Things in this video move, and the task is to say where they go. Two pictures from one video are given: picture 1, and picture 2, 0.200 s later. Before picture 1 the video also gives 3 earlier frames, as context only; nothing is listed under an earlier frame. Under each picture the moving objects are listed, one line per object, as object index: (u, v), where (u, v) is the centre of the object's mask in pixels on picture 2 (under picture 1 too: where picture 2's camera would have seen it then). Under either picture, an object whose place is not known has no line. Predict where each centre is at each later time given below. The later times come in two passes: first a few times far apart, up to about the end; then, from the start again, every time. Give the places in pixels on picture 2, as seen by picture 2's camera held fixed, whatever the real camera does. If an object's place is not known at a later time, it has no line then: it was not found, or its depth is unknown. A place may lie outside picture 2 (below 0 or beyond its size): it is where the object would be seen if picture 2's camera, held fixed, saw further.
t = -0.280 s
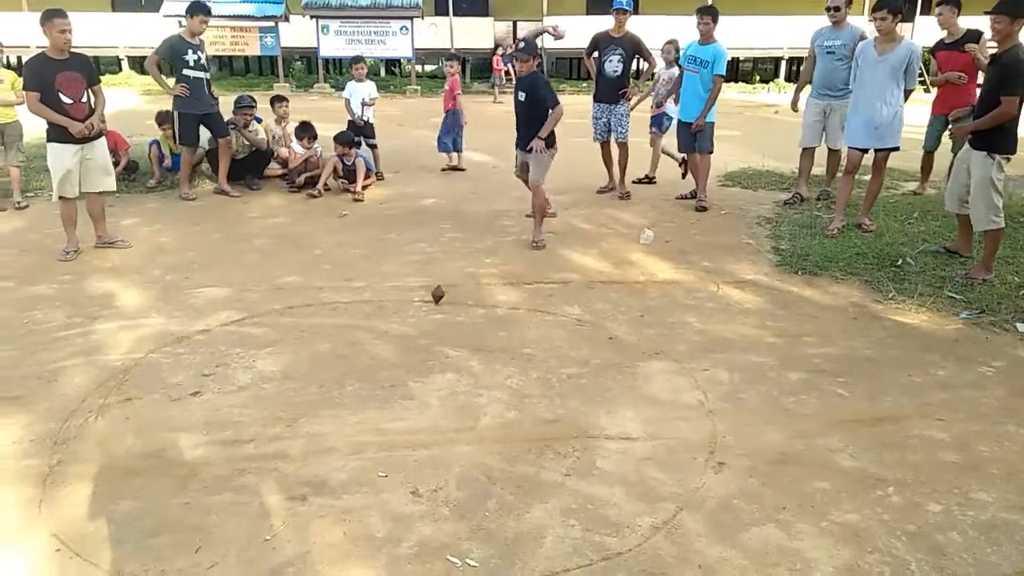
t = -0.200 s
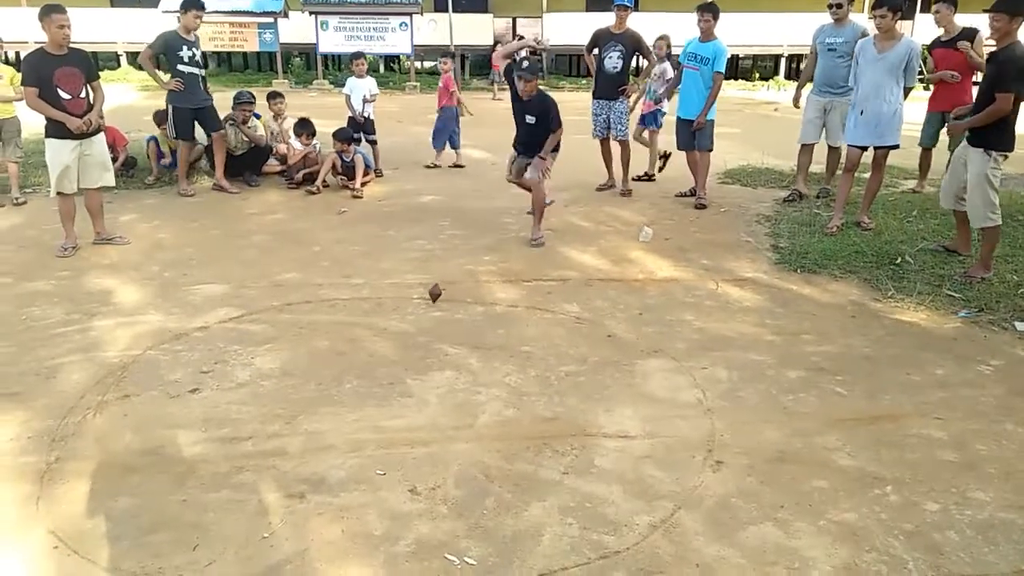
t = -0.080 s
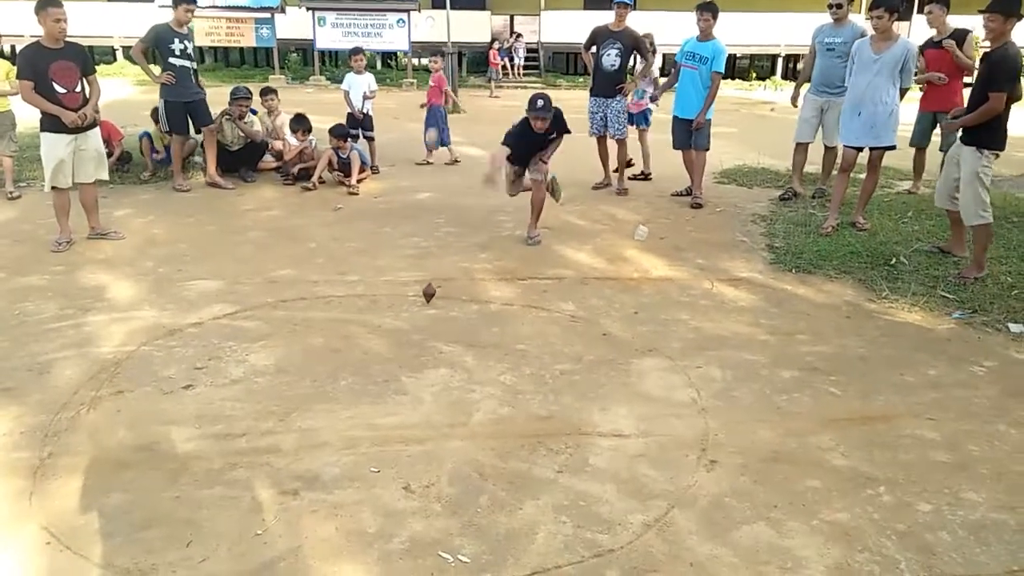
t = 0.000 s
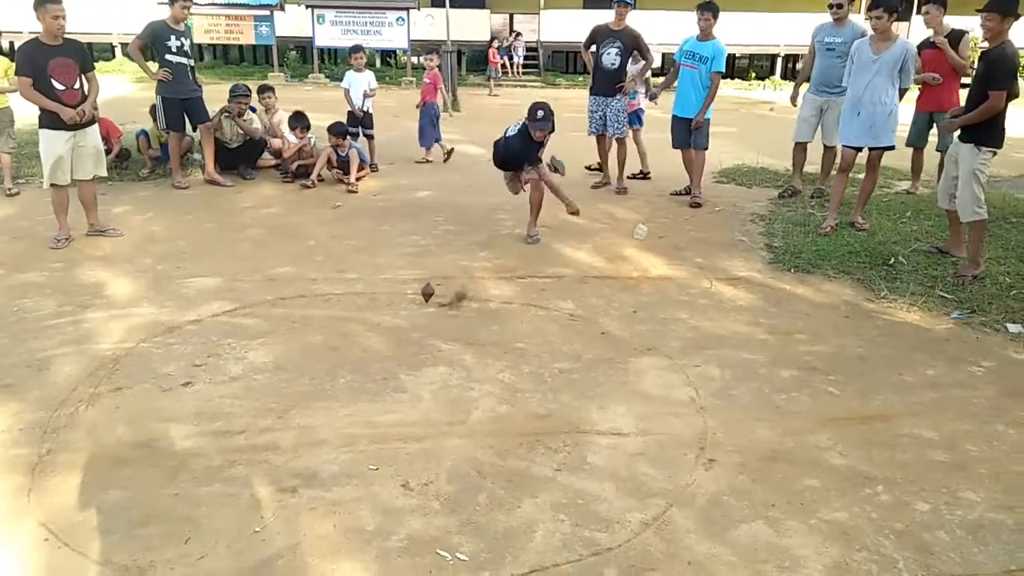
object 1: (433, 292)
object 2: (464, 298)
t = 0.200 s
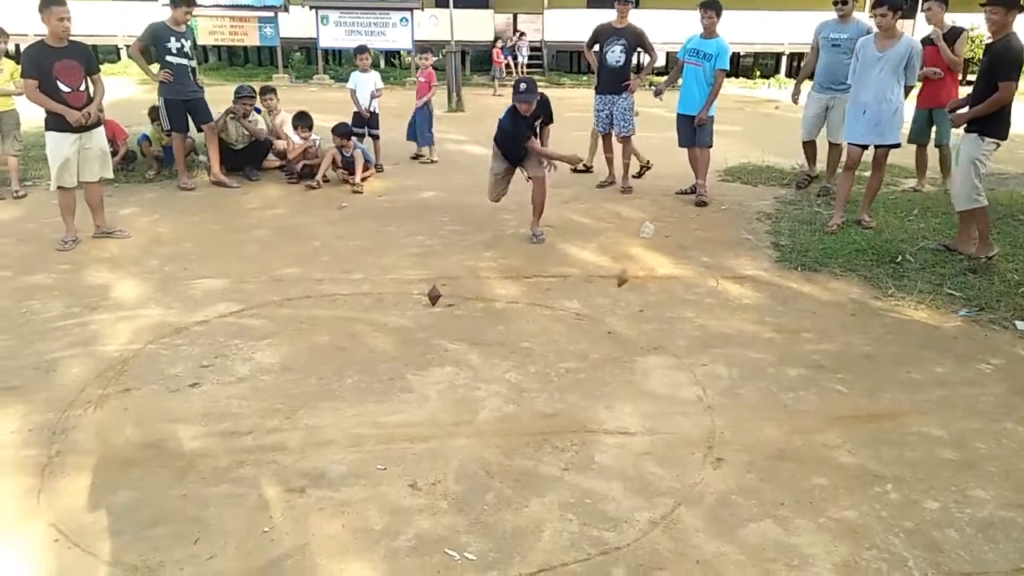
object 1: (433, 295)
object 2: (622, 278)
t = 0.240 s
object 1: (434, 295)
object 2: (653, 283)
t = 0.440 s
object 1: (440, 298)
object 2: (793, 313)
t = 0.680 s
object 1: (443, 300)
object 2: (929, 325)
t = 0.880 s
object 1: (446, 301)
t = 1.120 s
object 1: (450, 302)
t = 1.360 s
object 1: (455, 302)
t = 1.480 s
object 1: (455, 302)
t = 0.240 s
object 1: (434, 295)
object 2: (653, 283)
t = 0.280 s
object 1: (435, 296)
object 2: (685, 290)
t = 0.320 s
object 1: (436, 296)
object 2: (717, 299)
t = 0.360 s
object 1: (438, 297)
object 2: (744, 307)
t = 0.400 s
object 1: (439, 298)
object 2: (769, 309)
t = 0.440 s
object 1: (440, 298)
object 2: (793, 313)
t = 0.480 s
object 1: (440, 299)
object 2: (817, 317)
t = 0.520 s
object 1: (441, 299)
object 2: (840, 317)
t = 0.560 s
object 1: (441, 299)
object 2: (863, 318)
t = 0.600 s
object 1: (442, 300)
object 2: (885, 321)
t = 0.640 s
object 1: (442, 300)
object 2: (907, 323)
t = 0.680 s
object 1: (443, 300)
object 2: (929, 325)
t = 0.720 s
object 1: (443, 300)
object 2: (950, 325)
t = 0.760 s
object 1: (445, 301)
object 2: (970, 328)
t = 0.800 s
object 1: (445, 301)
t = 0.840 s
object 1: (446, 301)
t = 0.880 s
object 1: (446, 301)
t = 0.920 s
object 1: (447, 301)
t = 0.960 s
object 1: (447, 302)
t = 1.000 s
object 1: (447, 301)
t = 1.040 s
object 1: (448, 302)
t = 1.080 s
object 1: (449, 302)
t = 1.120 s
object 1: (450, 302)
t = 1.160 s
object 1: (451, 302)
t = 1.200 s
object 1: (452, 302)
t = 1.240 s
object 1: (453, 302)
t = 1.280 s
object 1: (454, 302)
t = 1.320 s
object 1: (455, 302)
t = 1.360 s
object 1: (455, 302)
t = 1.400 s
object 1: (455, 302)
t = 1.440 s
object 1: (455, 302)
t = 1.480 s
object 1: (455, 302)
